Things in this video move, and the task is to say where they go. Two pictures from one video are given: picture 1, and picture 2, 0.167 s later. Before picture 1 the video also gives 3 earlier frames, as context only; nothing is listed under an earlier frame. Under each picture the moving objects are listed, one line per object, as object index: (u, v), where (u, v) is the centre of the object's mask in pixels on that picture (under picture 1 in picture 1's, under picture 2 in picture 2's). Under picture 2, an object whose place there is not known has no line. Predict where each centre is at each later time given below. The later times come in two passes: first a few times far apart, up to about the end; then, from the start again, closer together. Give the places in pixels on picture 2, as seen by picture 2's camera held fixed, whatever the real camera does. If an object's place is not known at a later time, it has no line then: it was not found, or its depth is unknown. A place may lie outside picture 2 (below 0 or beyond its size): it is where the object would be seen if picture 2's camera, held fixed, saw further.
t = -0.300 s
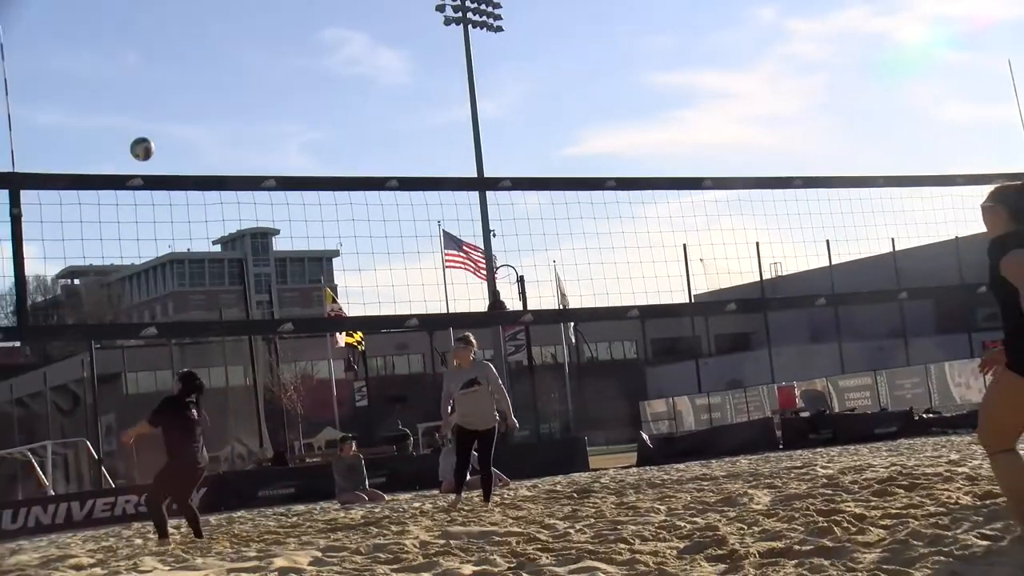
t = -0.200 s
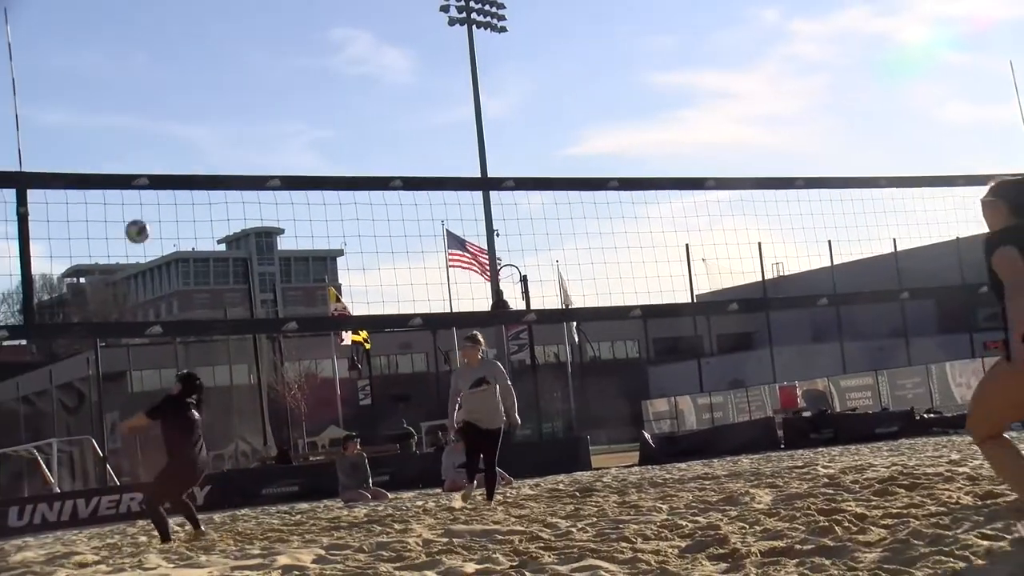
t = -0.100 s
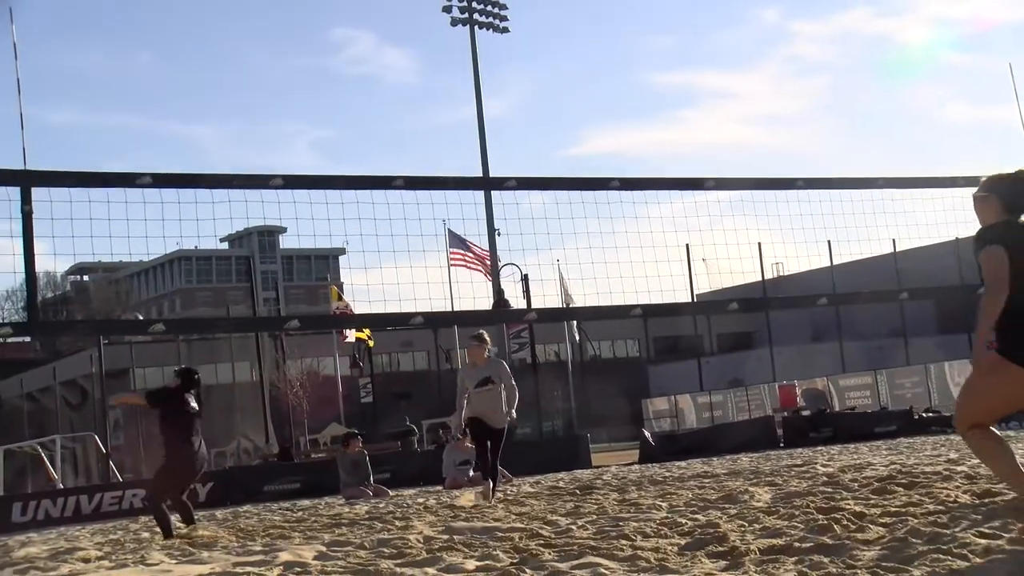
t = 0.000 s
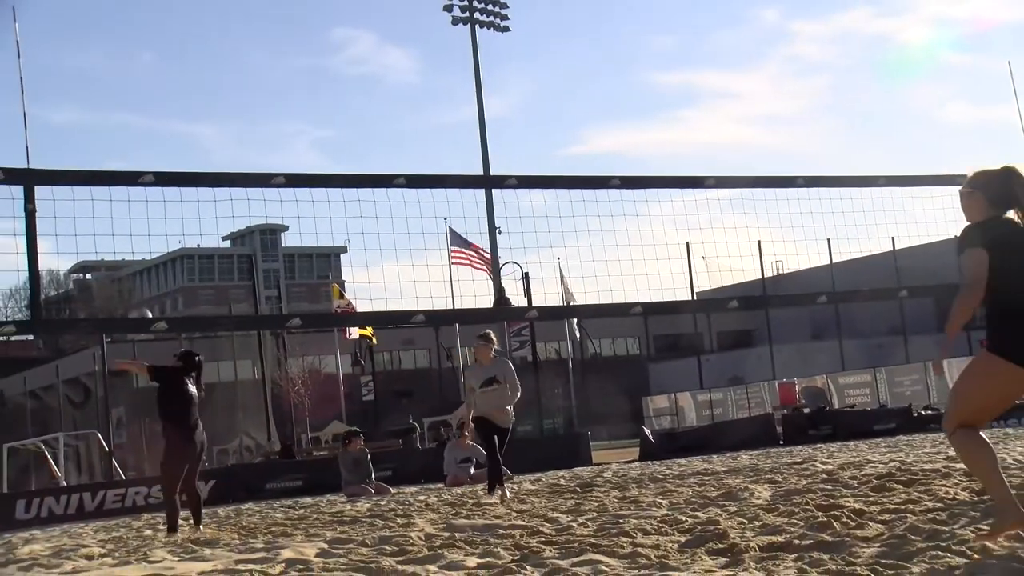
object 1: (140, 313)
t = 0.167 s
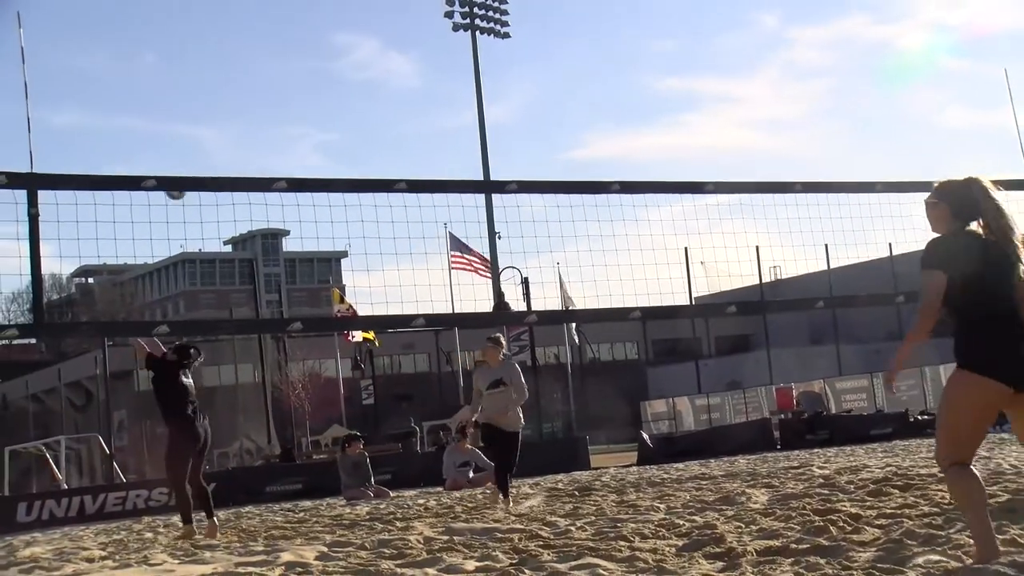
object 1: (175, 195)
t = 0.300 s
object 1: (202, 108)
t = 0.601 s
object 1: (263, 5)
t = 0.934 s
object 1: (328, 0)
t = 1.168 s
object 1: (378, 55)
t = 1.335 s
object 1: (415, 124)
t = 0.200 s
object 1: (182, 166)
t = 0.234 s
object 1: (189, 146)
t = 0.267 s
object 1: (196, 126)
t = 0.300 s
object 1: (202, 108)
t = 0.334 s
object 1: (209, 91)
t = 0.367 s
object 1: (216, 76)
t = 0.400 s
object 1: (223, 61)
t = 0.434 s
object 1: (230, 49)
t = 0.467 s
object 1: (236, 38)
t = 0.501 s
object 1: (242, 28)
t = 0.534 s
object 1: (249, 20)
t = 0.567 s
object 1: (256, 12)
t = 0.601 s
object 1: (263, 5)
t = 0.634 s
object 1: (270, 0)
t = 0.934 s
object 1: (328, 0)
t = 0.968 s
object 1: (335, 5)
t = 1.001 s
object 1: (342, 11)
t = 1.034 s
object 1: (349, 18)
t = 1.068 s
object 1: (356, 26)
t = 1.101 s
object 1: (363, 35)
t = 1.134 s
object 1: (371, 44)
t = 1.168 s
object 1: (378, 55)
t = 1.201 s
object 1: (385, 67)
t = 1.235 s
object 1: (393, 80)
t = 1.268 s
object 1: (400, 94)
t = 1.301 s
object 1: (408, 109)
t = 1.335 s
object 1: (415, 124)
